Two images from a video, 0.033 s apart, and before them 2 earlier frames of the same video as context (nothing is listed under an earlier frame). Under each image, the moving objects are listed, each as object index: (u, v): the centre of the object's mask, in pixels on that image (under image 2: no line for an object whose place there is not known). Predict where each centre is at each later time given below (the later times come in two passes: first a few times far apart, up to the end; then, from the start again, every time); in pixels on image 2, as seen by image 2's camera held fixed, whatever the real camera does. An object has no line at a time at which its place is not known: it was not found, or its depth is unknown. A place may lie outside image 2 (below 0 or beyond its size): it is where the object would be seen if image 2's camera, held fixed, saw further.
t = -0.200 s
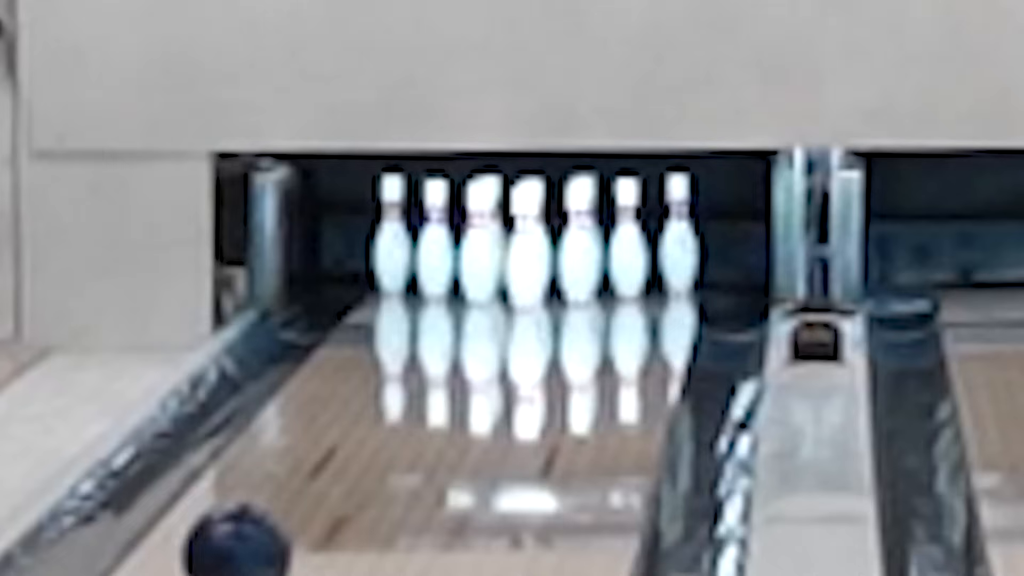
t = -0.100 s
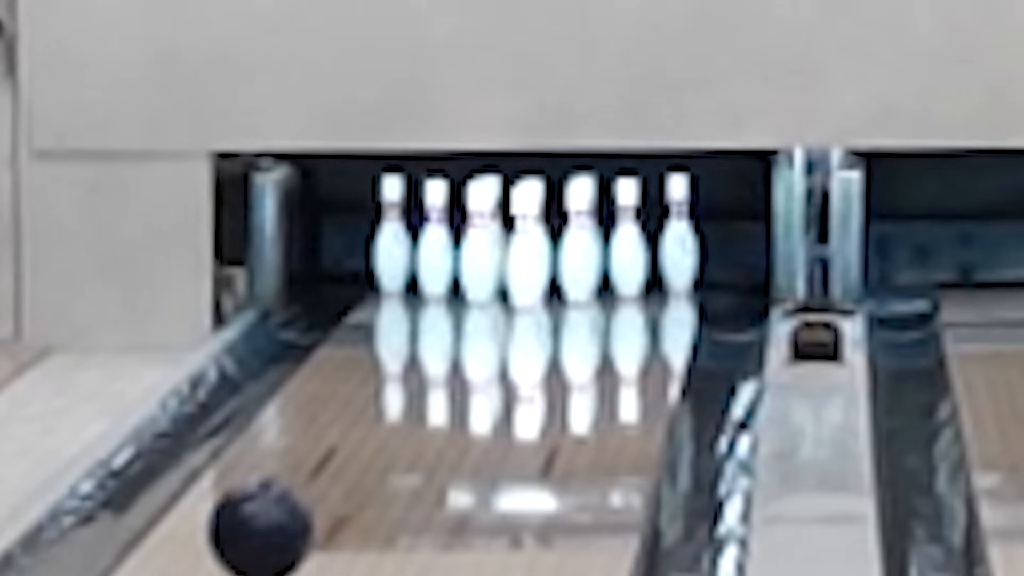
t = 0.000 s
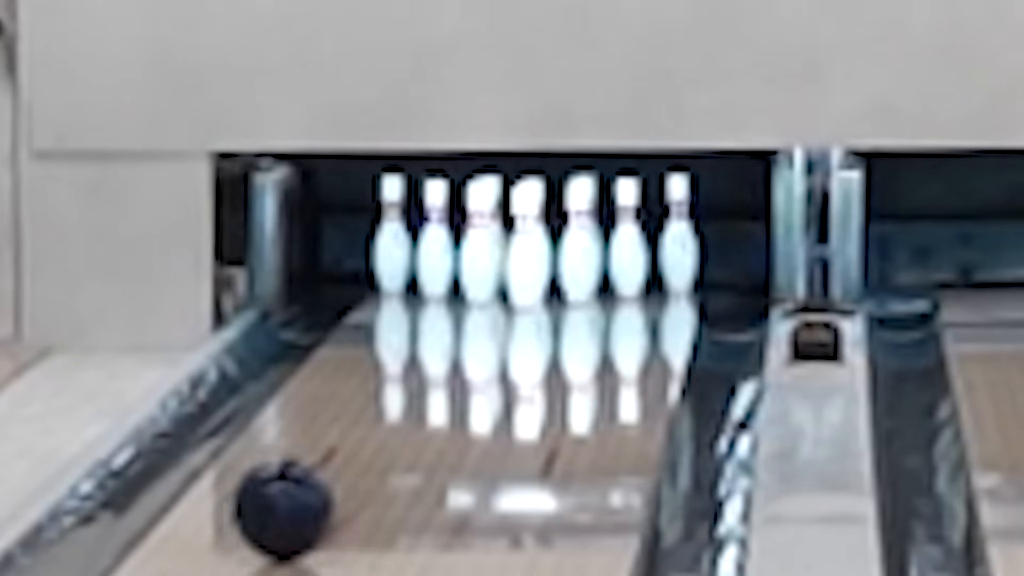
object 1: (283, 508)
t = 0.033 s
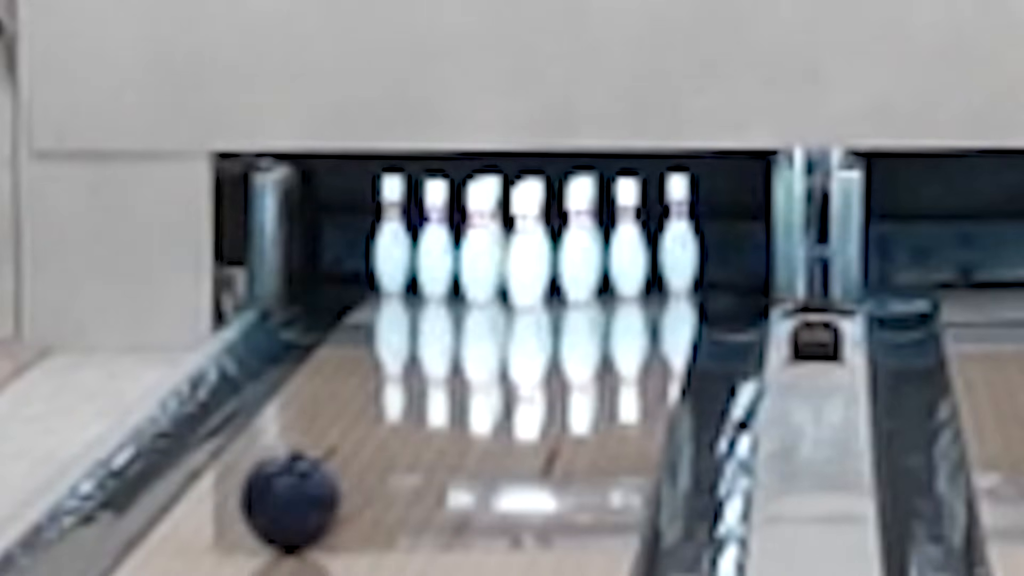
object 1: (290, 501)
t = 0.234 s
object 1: (331, 461)
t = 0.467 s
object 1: (375, 418)
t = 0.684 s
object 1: (411, 384)
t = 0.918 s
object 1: (447, 351)
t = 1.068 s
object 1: (471, 331)
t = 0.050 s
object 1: (293, 498)
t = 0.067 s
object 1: (297, 494)
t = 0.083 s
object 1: (301, 491)
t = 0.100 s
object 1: (304, 487)
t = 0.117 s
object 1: (307, 484)
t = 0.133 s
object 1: (310, 480)
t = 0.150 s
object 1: (314, 477)
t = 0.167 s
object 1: (318, 473)
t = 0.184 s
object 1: (321, 470)
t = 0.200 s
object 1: (324, 467)
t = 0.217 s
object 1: (328, 465)
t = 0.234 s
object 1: (331, 461)
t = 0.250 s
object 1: (334, 458)
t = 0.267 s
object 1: (338, 454)
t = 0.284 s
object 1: (341, 451)
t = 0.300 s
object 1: (344, 449)
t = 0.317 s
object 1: (347, 446)
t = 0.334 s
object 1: (350, 442)
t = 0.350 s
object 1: (354, 439)
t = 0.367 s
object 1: (357, 436)
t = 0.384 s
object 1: (360, 432)
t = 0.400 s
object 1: (363, 429)
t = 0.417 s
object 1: (365, 426)
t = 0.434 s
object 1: (368, 424)
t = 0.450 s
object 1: (371, 420)
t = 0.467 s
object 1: (375, 418)
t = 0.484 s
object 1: (377, 415)
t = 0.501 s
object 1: (380, 413)
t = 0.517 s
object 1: (384, 410)
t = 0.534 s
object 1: (386, 407)
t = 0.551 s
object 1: (388, 404)
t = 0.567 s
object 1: (391, 401)
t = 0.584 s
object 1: (394, 399)
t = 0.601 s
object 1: (397, 396)
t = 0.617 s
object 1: (400, 394)
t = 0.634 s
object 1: (403, 391)
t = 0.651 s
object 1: (406, 389)
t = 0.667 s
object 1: (408, 387)
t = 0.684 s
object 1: (411, 384)
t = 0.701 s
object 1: (415, 381)
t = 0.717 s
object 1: (417, 379)
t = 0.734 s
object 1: (419, 377)
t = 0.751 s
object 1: (421, 375)
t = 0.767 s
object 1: (423, 372)
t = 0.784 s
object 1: (426, 370)
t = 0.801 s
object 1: (429, 368)
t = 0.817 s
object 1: (432, 366)
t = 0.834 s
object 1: (434, 364)
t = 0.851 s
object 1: (437, 361)
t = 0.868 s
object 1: (440, 358)
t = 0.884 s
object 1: (442, 357)
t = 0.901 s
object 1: (445, 354)
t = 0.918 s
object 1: (447, 351)
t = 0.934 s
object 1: (450, 349)
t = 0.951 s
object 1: (452, 347)
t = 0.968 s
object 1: (454, 344)
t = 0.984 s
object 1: (458, 342)
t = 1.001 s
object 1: (461, 340)
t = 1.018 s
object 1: (463, 339)
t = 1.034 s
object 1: (466, 336)
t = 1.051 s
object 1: (469, 334)
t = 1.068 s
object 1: (471, 331)
